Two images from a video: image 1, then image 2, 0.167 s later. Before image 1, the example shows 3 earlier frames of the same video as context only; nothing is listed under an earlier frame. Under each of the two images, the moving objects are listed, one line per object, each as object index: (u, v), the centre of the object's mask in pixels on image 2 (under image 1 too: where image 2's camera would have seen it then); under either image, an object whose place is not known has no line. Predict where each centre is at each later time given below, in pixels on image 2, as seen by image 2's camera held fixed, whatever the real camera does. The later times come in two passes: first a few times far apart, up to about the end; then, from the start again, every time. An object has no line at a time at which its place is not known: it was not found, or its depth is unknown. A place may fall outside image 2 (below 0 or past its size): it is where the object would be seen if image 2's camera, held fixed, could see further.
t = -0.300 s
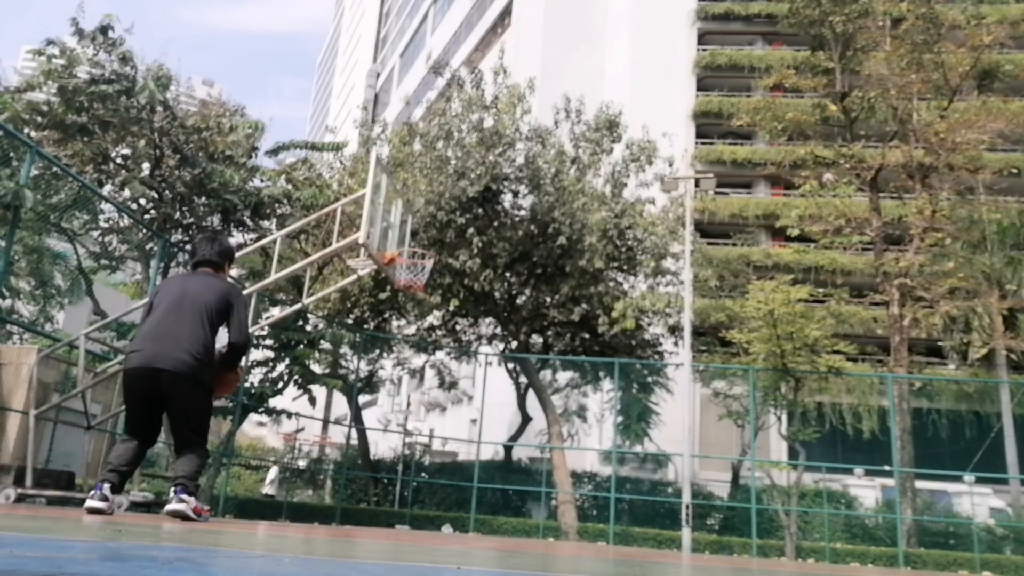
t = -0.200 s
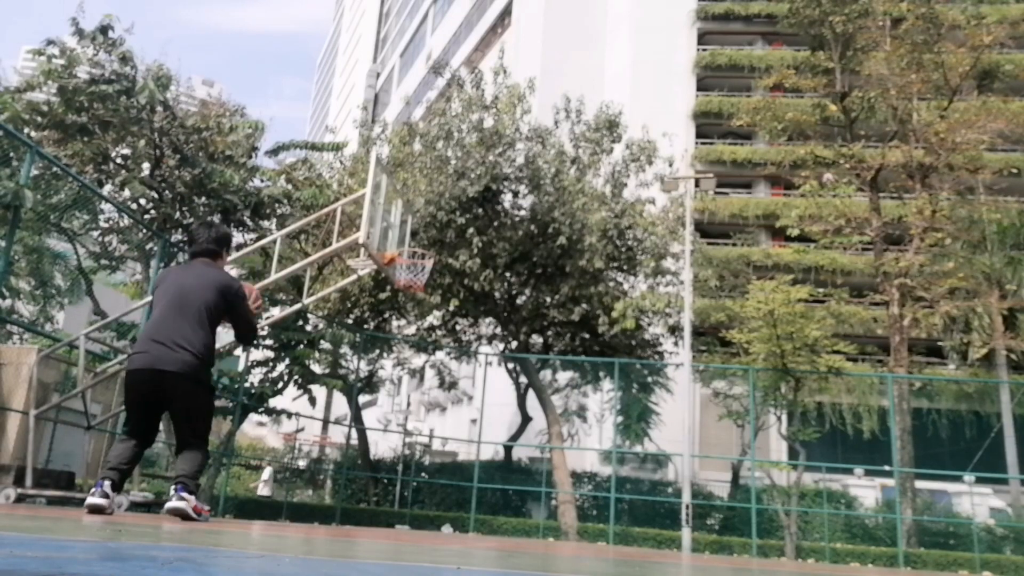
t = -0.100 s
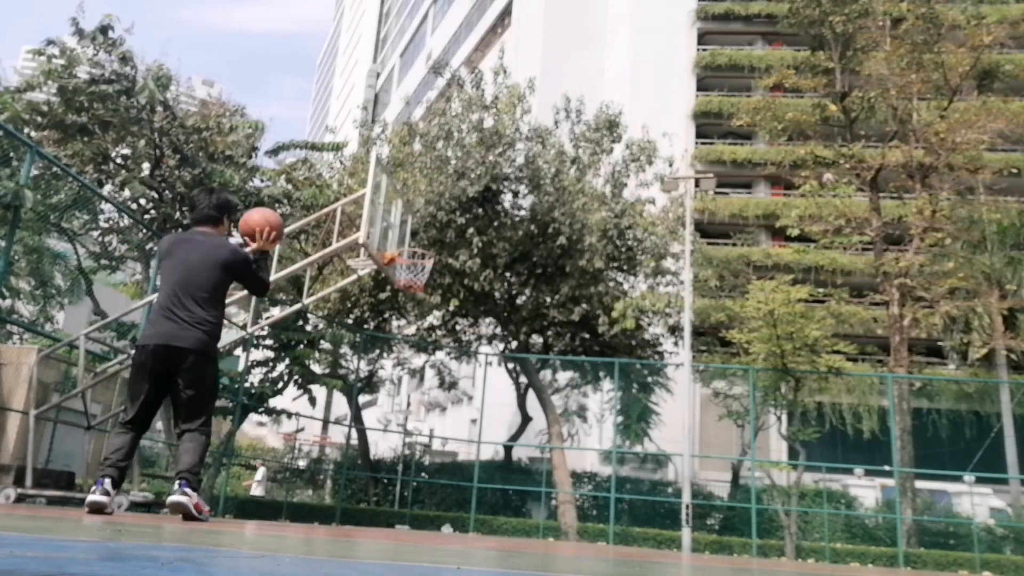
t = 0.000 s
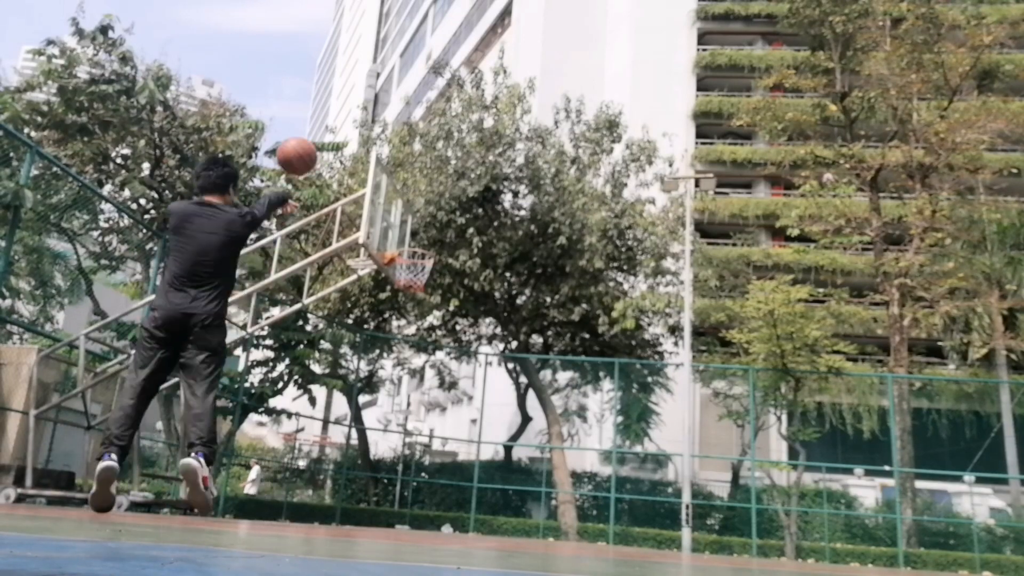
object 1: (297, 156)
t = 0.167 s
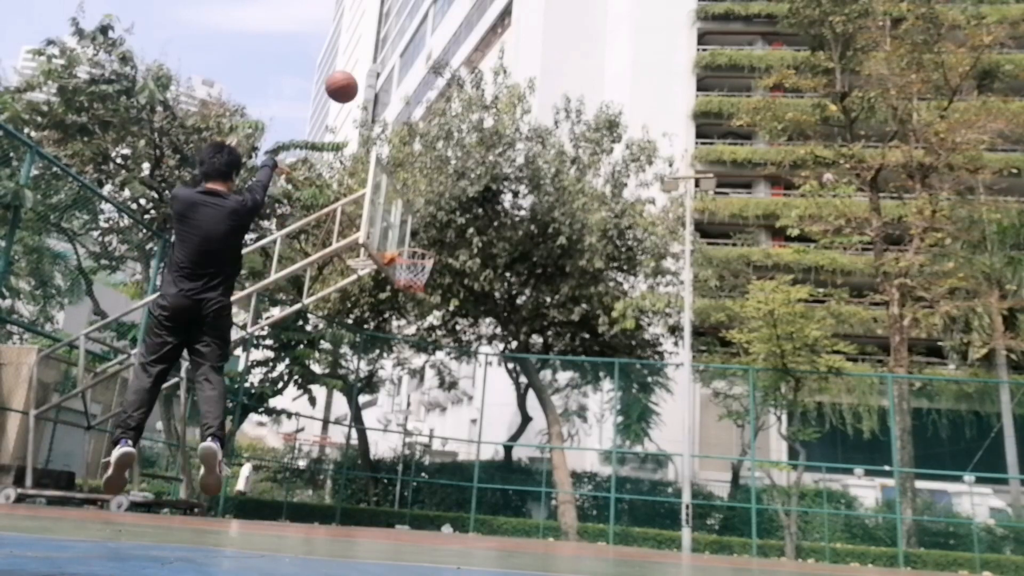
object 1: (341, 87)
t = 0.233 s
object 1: (355, 73)
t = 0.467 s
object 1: (386, 66)
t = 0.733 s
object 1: (407, 123)
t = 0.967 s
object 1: (414, 202)
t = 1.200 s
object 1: (419, 252)
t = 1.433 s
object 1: (427, 292)
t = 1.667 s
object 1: (428, 359)
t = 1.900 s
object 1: (426, 460)
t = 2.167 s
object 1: (430, 468)
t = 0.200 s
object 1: (348, 79)
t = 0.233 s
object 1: (355, 73)
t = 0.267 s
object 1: (360, 68)
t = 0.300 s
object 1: (366, 65)
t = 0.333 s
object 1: (371, 63)
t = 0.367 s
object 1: (375, 63)
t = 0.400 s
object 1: (379, 63)
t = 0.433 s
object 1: (383, 64)
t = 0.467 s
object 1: (386, 66)
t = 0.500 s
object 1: (390, 70)
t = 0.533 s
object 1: (392, 73)
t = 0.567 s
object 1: (397, 84)
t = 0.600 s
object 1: (400, 90)
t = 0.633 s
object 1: (402, 98)
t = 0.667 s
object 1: (404, 105)
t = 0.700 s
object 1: (405, 114)
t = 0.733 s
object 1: (407, 123)
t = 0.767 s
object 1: (409, 131)
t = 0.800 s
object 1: (410, 142)
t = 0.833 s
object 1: (411, 153)
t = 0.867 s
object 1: (412, 164)
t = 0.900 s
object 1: (412, 176)
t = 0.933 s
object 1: (413, 189)
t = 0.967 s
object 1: (414, 202)
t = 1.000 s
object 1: (415, 216)
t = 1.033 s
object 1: (415, 230)
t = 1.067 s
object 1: (416, 242)
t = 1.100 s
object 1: (417, 249)
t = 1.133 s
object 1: (418, 250)
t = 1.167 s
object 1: (419, 252)
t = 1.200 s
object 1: (419, 252)
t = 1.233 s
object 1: (420, 255)
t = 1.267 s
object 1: (424, 258)
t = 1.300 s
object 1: (424, 265)
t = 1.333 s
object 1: (428, 269)
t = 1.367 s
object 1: (428, 279)
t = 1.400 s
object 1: (427, 285)
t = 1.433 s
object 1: (427, 292)
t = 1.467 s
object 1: (427, 299)
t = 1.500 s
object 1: (427, 307)
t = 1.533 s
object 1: (428, 316)
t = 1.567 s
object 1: (427, 326)
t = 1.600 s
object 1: (427, 336)
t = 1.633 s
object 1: (428, 347)
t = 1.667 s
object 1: (428, 359)
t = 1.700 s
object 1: (428, 371)
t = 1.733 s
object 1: (427, 384)
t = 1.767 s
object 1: (427, 398)
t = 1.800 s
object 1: (427, 412)
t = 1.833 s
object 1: (426, 427)
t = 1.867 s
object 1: (426, 443)
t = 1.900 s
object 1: (426, 460)
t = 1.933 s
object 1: (424, 476)
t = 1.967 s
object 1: (423, 494)
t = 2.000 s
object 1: (422, 512)
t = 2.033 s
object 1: (422, 519)
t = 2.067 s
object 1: (424, 505)
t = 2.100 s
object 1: (427, 492)
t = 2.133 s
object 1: (428, 479)
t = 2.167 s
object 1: (430, 468)
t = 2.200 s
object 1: (431, 458)
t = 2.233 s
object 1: (432, 448)
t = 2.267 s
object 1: (434, 439)
